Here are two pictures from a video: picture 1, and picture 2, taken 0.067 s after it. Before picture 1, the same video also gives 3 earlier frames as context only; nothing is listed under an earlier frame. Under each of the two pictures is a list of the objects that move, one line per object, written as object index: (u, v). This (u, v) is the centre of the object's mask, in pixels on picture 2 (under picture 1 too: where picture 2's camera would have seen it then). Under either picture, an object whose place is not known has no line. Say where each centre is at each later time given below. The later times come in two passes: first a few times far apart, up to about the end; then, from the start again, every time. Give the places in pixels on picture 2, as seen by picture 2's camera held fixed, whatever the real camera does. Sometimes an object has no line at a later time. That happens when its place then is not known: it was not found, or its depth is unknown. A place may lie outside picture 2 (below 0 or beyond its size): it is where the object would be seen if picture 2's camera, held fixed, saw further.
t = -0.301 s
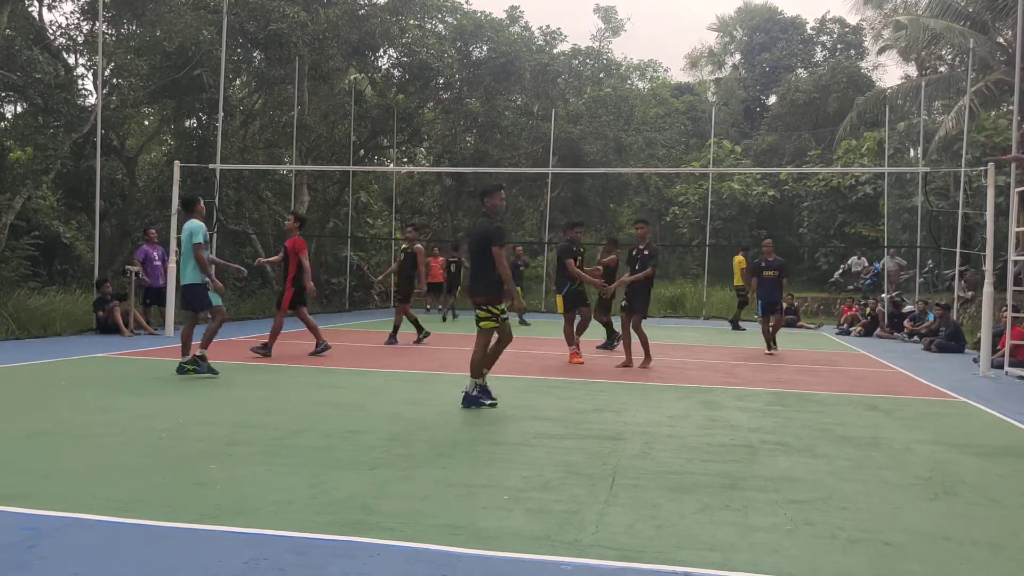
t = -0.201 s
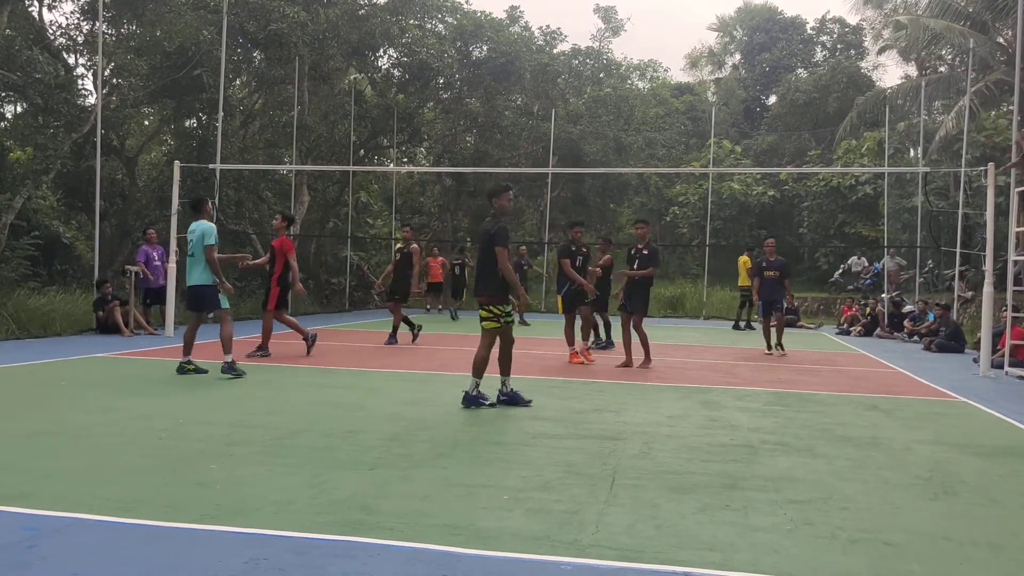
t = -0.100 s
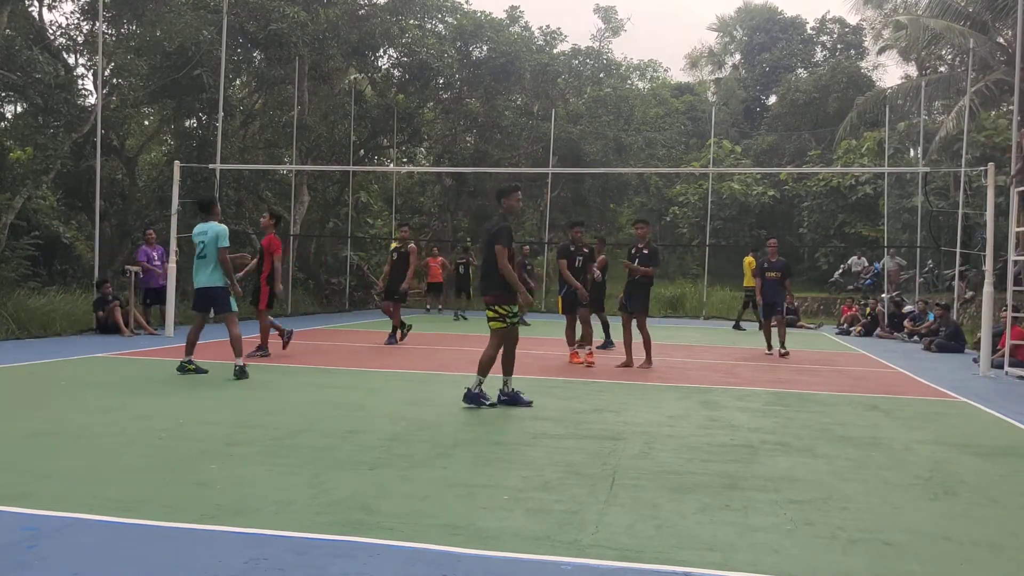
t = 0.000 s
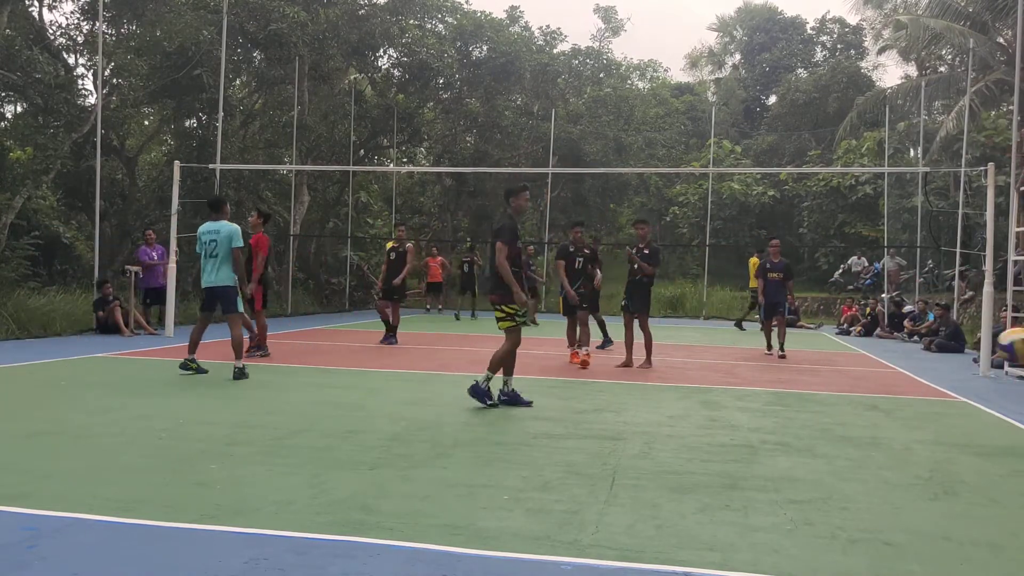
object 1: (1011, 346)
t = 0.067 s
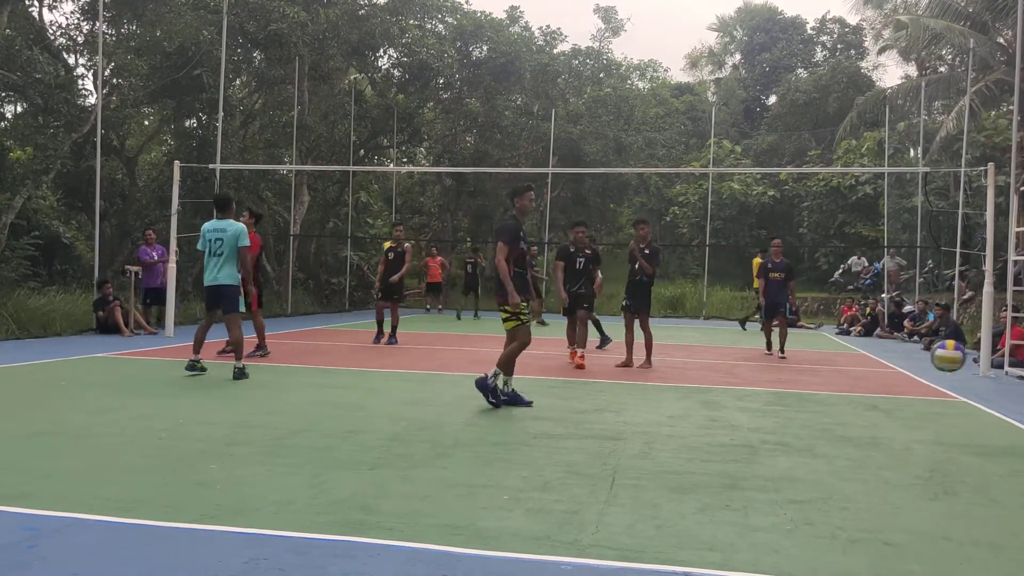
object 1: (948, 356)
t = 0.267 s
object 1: (815, 389)
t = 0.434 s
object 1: (776, 339)
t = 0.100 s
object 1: (919, 363)
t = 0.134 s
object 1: (892, 371)
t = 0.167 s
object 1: (867, 381)
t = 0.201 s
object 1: (846, 390)
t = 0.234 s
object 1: (826, 401)
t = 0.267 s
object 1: (815, 389)
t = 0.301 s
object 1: (807, 376)
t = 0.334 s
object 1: (799, 364)
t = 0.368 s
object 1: (791, 354)
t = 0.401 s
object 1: (783, 346)
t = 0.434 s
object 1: (776, 339)
